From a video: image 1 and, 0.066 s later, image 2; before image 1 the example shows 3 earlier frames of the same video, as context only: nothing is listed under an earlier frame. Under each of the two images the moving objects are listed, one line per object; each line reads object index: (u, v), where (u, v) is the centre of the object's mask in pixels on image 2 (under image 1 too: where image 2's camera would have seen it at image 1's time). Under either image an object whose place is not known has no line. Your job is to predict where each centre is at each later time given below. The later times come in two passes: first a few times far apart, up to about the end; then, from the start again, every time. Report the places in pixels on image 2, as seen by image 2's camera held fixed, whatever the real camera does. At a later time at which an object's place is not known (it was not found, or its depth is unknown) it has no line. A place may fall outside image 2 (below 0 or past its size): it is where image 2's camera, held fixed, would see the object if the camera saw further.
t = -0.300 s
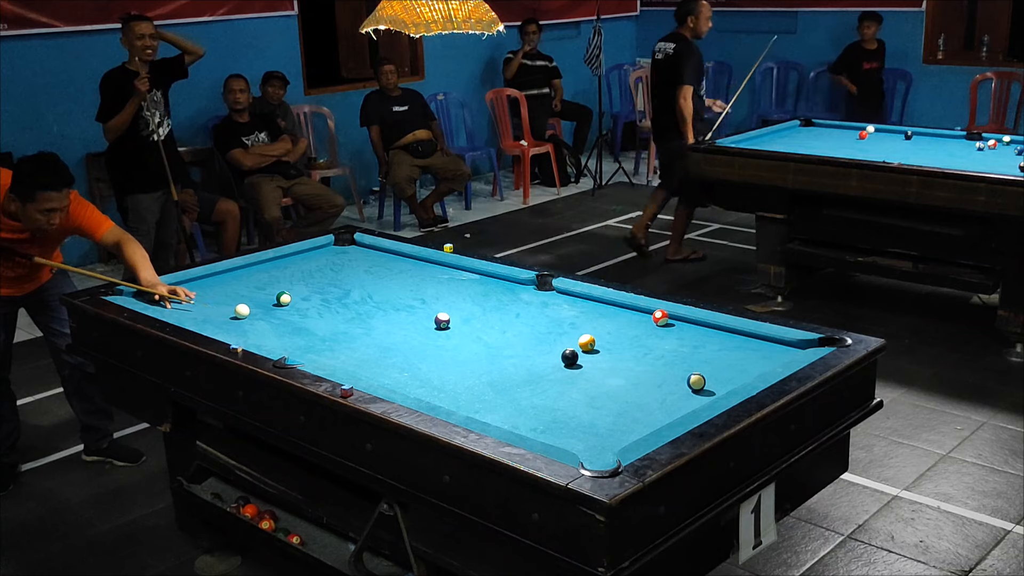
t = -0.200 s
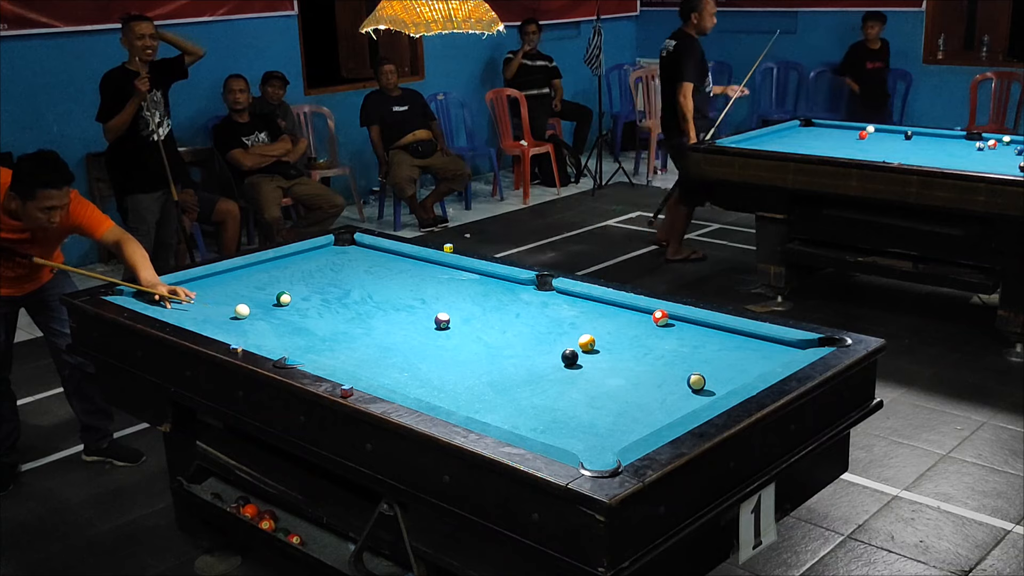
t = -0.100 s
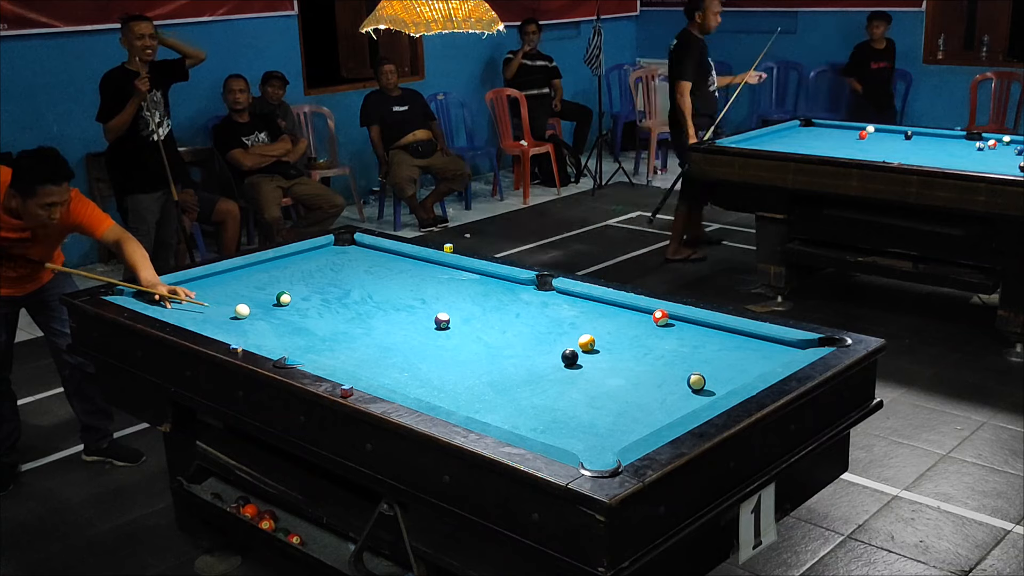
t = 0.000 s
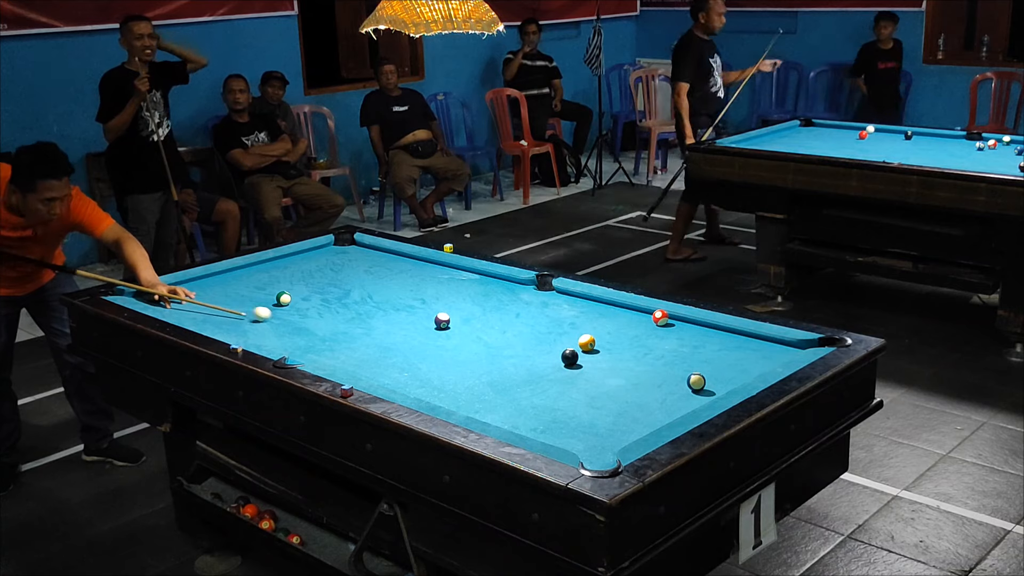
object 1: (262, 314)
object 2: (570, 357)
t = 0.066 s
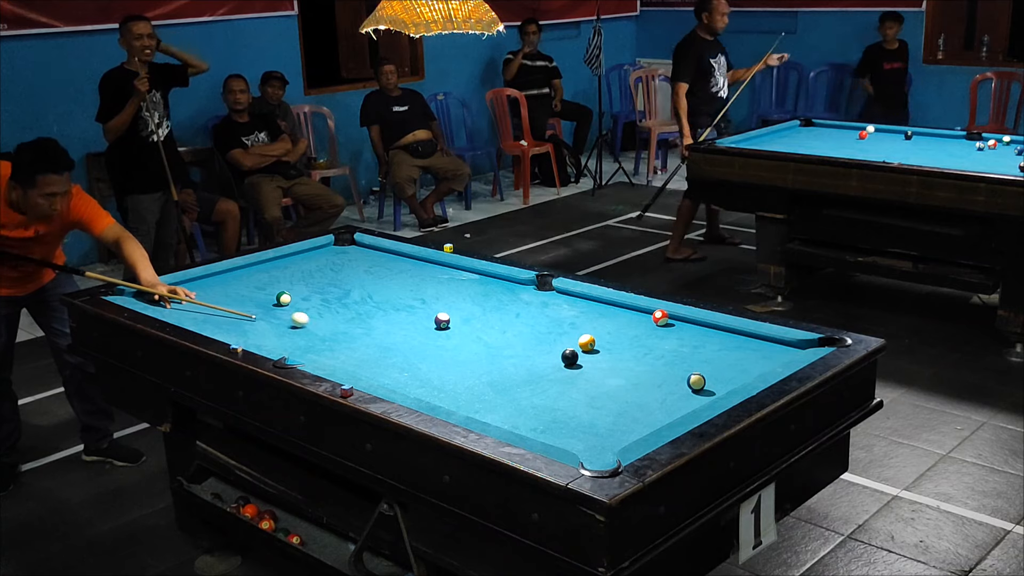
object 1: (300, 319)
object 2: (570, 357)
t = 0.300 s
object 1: (405, 335)
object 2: (570, 357)
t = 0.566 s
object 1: (525, 353)
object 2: (569, 357)
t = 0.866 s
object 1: (577, 381)
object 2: (640, 354)
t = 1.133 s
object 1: (611, 409)
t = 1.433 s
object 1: (625, 433)
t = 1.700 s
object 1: (562, 430)
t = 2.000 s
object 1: (502, 422)
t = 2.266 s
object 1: (486, 410)
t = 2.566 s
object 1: (472, 395)
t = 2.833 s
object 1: (462, 384)
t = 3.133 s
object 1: (453, 373)
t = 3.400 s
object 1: (447, 365)
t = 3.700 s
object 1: (441, 357)
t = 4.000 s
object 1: (437, 351)
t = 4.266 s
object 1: (434, 346)
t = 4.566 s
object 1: (432, 342)
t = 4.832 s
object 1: (431, 340)
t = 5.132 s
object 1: (431, 339)
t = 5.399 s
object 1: (431, 338)
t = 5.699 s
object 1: (431, 338)
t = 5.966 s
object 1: (431, 338)
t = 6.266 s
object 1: (431, 338)
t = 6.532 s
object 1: (431, 338)
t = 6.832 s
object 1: (431, 338)
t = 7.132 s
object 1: (431, 338)
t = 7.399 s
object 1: (431, 338)
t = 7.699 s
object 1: (431, 338)
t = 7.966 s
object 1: (431, 338)
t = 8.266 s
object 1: (431, 338)
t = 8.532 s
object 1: (431, 338)
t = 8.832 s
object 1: (431, 338)
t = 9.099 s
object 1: (431, 338)
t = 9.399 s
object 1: (431, 338)
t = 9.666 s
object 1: (431, 338)
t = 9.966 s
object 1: (431, 338)
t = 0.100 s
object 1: (317, 322)
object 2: (570, 357)
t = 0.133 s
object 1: (333, 324)
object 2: (570, 357)
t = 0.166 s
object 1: (348, 327)
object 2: (570, 357)
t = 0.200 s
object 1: (362, 329)
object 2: (570, 357)
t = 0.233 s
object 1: (377, 331)
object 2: (570, 357)
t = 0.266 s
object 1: (390, 333)
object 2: (570, 357)
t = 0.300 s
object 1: (405, 335)
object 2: (570, 357)
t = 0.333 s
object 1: (419, 337)
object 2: (570, 357)
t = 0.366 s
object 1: (434, 340)
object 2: (570, 357)
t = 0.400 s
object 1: (449, 342)
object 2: (570, 357)
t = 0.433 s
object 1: (464, 344)
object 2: (570, 357)
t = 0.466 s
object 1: (479, 347)
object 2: (570, 357)
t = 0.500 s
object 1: (494, 349)
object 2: (570, 357)
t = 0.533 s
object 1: (510, 351)
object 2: (570, 357)
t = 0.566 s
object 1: (525, 353)
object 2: (569, 357)
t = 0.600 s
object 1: (541, 356)
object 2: (570, 357)
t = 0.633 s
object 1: (552, 359)
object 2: (574, 357)
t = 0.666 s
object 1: (554, 362)
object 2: (586, 356)
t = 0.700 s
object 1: (557, 365)
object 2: (596, 356)
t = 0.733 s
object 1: (561, 368)
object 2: (604, 355)
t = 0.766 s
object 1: (565, 372)
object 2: (614, 355)
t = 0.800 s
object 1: (569, 375)
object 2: (623, 355)
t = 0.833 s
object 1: (573, 378)
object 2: (631, 354)
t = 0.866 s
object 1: (577, 381)
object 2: (640, 354)
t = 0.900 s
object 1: (581, 385)
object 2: (649, 354)
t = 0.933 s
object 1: (585, 388)
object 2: (657, 353)
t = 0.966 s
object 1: (589, 392)
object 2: (666, 353)
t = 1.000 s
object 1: (593, 395)
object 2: (675, 352)
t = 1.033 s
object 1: (598, 398)
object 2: (683, 352)
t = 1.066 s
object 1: (602, 402)
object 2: (692, 352)
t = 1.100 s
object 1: (606, 406)
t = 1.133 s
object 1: (611, 409)
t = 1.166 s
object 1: (616, 413)
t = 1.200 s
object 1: (620, 416)
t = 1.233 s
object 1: (625, 420)
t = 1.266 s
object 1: (629, 424)
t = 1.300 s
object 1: (634, 427)
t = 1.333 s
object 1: (639, 430)
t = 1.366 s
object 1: (641, 431)
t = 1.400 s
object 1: (632, 433)
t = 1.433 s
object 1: (625, 433)
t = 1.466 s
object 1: (617, 433)
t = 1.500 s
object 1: (609, 432)
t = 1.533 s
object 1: (601, 432)
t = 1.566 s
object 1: (593, 431)
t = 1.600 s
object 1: (585, 431)
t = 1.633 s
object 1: (577, 430)
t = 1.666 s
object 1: (570, 430)
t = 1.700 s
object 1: (562, 430)
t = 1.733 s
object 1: (555, 429)
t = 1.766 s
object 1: (548, 429)
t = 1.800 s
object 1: (540, 428)
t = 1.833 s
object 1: (533, 428)
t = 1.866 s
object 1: (526, 427)
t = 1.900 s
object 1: (519, 426)
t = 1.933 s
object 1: (513, 424)
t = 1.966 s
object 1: (506, 423)
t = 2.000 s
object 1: (502, 422)
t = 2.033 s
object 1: (500, 421)
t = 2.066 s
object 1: (498, 419)
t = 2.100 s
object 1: (496, 418)
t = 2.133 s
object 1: (494, 416)
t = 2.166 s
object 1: (492, 415)
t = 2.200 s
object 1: (490, 413)
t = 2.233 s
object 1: (488, 412)
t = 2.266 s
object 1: (486, 410)
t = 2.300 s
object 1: (484, 408)
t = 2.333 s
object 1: (482, 406)
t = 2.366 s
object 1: (481, 405)
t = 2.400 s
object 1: (479, 403)
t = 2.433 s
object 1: (478, 401)
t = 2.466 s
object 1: (476, 400)
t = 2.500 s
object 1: (475, 398)
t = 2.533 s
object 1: (473, 397)
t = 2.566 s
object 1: (472, 395)
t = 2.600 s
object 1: (471, 394)
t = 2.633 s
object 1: (470, 392)
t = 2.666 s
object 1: (468, 390)
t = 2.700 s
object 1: (467, 389)
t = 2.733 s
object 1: (466, 388)
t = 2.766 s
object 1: (465, 386)
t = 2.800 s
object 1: (464, 385)
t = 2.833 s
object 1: (462, 384)
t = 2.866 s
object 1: (461, 382)
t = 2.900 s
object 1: (460, 381)
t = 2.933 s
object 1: (459, 380)
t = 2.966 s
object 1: (458, 379)
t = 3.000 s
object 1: (457, 377)
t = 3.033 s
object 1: (456, 376)
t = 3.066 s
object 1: (455, 375)
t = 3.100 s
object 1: (454, 374)
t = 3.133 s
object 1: (453, 373)
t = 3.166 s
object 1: (452, 372)
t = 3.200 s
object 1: (451, 371)
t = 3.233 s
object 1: (451, 370)
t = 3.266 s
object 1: (450, 368)
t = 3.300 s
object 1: (449, 367)
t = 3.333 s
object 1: (448, 367)
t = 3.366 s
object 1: (447, 366)
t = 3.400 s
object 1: (447, 365)
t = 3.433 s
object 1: (446, 364)
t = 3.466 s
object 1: (445, 363)
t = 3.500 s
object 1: (445, 362)
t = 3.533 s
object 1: (444, 361)
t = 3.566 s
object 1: (443, 360)
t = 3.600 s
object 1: (443, 359)
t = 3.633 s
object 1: (442, 359)
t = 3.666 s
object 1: (442, 358)
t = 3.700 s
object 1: (441, 357)
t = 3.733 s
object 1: (441, 356)
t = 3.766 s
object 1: (440, 355)
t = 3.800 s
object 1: (440, 354)
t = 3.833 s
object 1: (439, 354)
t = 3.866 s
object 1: (438, 353)
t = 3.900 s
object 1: (438, 353)
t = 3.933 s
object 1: (437, 352)
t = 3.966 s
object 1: (437, 351)
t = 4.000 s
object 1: (437, 351)
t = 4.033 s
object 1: (436, 350)
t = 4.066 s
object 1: (436, 349)
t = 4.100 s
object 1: (435, 349)
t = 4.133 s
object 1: (435, 348)
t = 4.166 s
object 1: (435, 348)
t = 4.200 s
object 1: (434, 347)
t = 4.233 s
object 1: (434, 347)
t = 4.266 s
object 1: (434, 346)
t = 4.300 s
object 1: (434, 346)
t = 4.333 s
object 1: (433, 345)
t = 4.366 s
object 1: (433, 345)
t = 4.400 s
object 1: (433, 344)
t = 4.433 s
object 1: (433, 344)
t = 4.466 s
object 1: (433, 343)
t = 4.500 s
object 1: (432, 343)
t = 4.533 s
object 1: (432, 343)
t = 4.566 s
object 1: (432, 342)
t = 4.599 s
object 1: (432, 342)
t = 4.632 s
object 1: (432, 342)
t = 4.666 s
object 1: (432, 341)
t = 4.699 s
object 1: (432, 341)
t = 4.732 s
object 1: (432, 341)
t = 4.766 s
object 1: (432, 341)
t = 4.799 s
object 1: (431, 340)
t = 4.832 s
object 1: (431, 340)
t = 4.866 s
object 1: (431, 340)
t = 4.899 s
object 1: (431, 340)
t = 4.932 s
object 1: (431, 340)
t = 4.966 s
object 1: (431, 339)
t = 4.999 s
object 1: (431, 339)
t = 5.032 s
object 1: (431, 339)
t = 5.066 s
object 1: (431, 339)
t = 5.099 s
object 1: (431, 339)
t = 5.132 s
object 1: (431, 339)
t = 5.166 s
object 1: (431, 338)
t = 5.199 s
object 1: (431, 338)
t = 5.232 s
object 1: (431, 338)
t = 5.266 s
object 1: (431, 338)
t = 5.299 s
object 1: (431, 338)
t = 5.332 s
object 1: (431, 338)
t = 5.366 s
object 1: (431, 338)
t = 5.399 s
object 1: (431, 338)
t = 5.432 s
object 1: (431, 338)
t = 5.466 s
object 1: (431, 338)
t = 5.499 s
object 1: (431, 338)
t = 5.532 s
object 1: (431, 338)
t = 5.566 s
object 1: (431, 338)
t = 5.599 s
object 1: (431, 338)
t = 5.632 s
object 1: (431, 338)
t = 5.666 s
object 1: (431, 338)
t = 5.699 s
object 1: (431, 338)
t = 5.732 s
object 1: (431, 338)
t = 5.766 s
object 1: (431, 338)
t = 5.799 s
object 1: (431, 338)
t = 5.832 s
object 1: (431, 338)
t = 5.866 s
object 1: (431, 338)
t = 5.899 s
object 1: (431, 338)
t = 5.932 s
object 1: (431, 338)
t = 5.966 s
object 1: (431, 338)
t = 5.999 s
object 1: (431, 338)
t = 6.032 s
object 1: (431, 338)
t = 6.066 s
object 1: (431, 338)
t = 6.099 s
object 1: (431, 338)
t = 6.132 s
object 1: (431, 338)
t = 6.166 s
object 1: (431, 338)
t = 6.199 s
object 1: (431, 338)
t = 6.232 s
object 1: (431, 338)
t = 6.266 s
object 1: (431, 338)
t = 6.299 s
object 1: (431, 338)
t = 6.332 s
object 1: (431, 338)
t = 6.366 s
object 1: (431, 338)
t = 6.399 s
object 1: (431, 338)
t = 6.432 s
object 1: (431, 338)
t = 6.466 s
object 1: (431, 338)
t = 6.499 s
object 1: (431, 338)
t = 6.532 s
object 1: (431, 338)
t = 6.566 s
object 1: (431, 338)
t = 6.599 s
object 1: (431, 338)
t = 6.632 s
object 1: (431, 338)
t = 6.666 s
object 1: (431, 338)
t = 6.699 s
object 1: (431, 338)
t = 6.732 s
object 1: (431, 338)
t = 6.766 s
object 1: (431, 338)
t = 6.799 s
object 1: (431, 338)
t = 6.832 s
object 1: (431, 338)
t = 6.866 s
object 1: (431, 338)
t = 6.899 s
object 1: (431, 338)
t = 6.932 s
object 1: (431, 338)
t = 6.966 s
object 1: (431, 338)
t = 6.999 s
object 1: (431, 338)
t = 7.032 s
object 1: (431, 338)
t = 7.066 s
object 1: (431, 338)
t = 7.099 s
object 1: (431, 338)
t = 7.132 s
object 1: (431, 338)
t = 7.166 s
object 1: (431, 338)
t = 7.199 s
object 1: (431, 338)
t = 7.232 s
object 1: (431, 338)
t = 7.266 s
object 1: (431, 338)
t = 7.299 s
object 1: (431, 338)
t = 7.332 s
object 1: (431, 338)
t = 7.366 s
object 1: (431, 338)
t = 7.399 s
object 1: (431, 338)
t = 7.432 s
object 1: (431, 338)
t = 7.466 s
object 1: (431, 338)
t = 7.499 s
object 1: (431, 338)
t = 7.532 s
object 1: (431, 338)
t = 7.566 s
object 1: (431, 338)
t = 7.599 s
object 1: (431, 338)
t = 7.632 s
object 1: (431, 338)
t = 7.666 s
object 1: (431, 338)
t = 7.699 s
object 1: (431, 338)
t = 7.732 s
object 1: (431, 338)
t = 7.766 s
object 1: (431, 338)
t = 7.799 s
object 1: (431, 338)
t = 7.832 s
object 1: (431, 338)
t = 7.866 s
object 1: (431, 338)
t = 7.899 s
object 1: (431, 338)
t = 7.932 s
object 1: (431, 338)
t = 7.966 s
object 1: (431, 338)
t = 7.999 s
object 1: (431, 338)
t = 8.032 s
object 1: (431, 338)
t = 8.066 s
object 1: (431, 338)
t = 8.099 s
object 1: (431, 338)
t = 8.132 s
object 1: (431, 338)
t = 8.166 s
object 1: (431, 338)
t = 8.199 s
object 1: (431, 338)
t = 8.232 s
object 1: (431, 338)
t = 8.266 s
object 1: (431, 338)
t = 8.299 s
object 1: (431, 338)
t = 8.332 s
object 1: (431, 338)
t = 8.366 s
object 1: (431, 338)
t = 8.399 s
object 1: (431, 338)
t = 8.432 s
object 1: (431, 338)
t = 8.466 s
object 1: (431, 338)
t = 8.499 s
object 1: (431, 338)
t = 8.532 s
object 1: (431, 338)
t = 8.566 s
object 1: (431, 338)
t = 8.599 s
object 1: (431, 338)
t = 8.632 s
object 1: (431, 338)
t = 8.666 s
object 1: (431, 338)
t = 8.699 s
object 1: (431, 338)
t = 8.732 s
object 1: (431, 338)
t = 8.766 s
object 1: (431, 338)
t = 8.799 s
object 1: (431, 338)
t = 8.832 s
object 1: (431, 338)
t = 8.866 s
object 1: (431, 338)
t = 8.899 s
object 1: (431, 338)
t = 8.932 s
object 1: (431, 338)
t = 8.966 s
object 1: (431, 338)
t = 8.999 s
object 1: (431, 338)
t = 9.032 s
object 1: (431, 338)
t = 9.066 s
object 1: (431, 338)
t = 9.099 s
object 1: (431, 338)
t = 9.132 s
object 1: (431, 338)
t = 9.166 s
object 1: (431, 338)
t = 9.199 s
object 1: (431, 338)
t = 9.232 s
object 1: (431, 338)
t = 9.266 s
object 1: (431, 338)
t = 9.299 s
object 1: (431, 338)
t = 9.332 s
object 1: (431, 338)
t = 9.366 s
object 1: (431, 338)
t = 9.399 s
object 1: (431, 338)
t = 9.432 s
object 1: (431, 338)
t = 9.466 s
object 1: (431, 338)
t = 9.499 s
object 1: (431, 338)
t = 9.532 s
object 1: (431, 338)
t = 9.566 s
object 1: (431, 338)
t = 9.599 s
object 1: (431, 338)
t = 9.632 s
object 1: (431, 338)
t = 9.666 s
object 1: (431, 338)
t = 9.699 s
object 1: (431, 338)
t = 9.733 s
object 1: (431, 338)
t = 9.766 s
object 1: (431, 338)
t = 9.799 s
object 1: (431, 338)
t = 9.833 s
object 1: (431, 338)
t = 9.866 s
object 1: (431, 338)
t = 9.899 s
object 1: (431, 338)
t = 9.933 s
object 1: (431, 338)
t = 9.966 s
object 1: (431, 338)
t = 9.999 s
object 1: (431, 338)
